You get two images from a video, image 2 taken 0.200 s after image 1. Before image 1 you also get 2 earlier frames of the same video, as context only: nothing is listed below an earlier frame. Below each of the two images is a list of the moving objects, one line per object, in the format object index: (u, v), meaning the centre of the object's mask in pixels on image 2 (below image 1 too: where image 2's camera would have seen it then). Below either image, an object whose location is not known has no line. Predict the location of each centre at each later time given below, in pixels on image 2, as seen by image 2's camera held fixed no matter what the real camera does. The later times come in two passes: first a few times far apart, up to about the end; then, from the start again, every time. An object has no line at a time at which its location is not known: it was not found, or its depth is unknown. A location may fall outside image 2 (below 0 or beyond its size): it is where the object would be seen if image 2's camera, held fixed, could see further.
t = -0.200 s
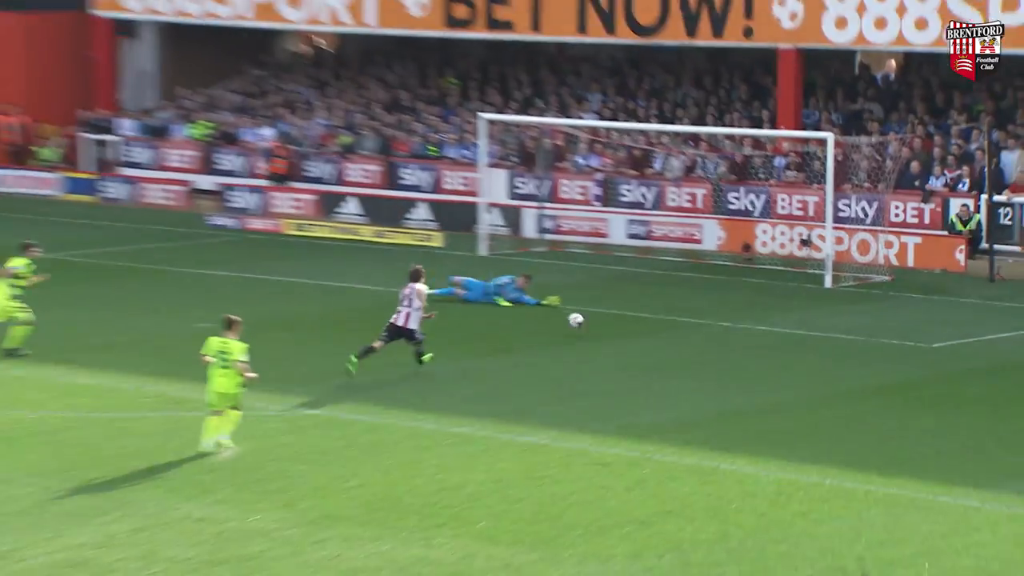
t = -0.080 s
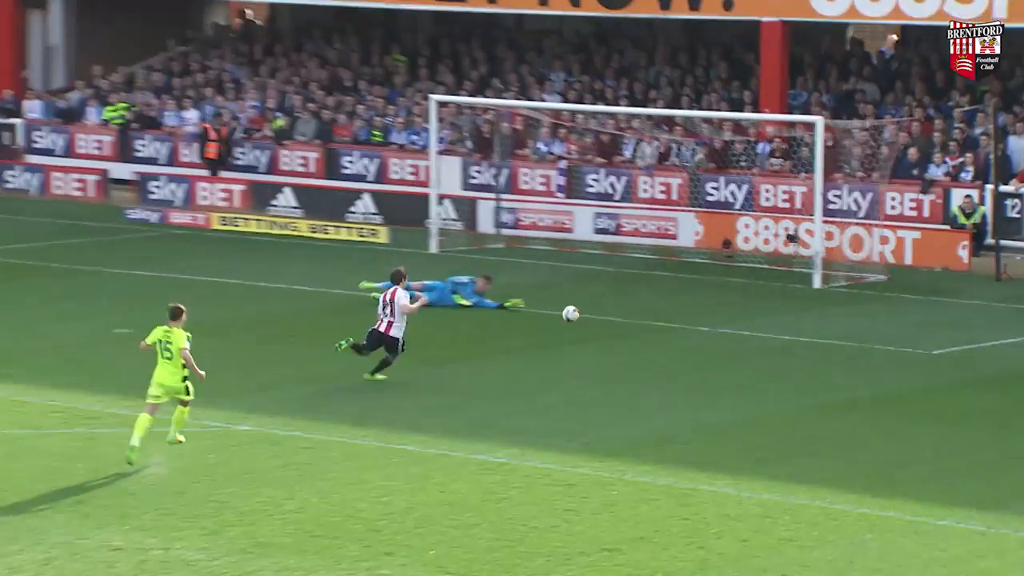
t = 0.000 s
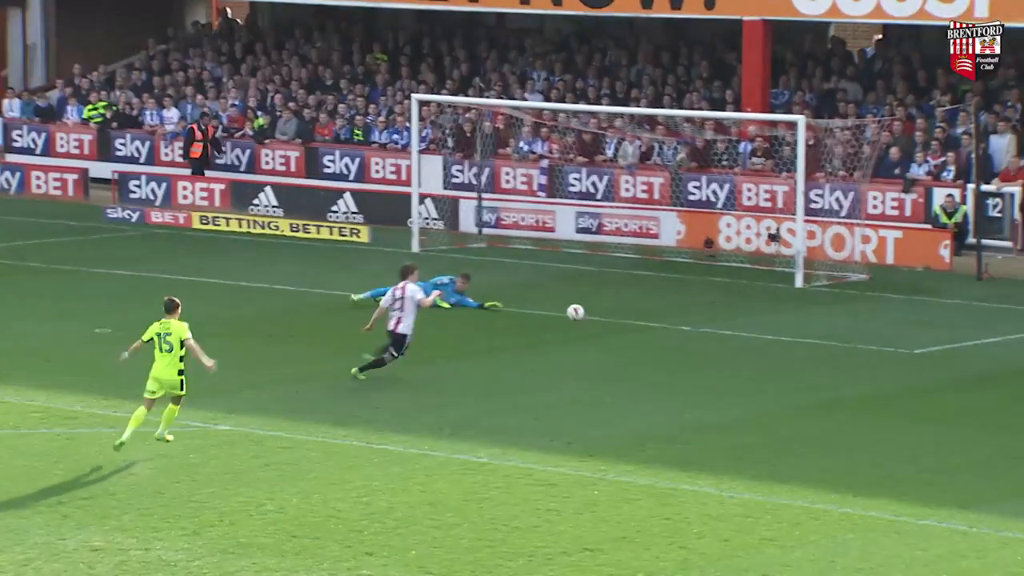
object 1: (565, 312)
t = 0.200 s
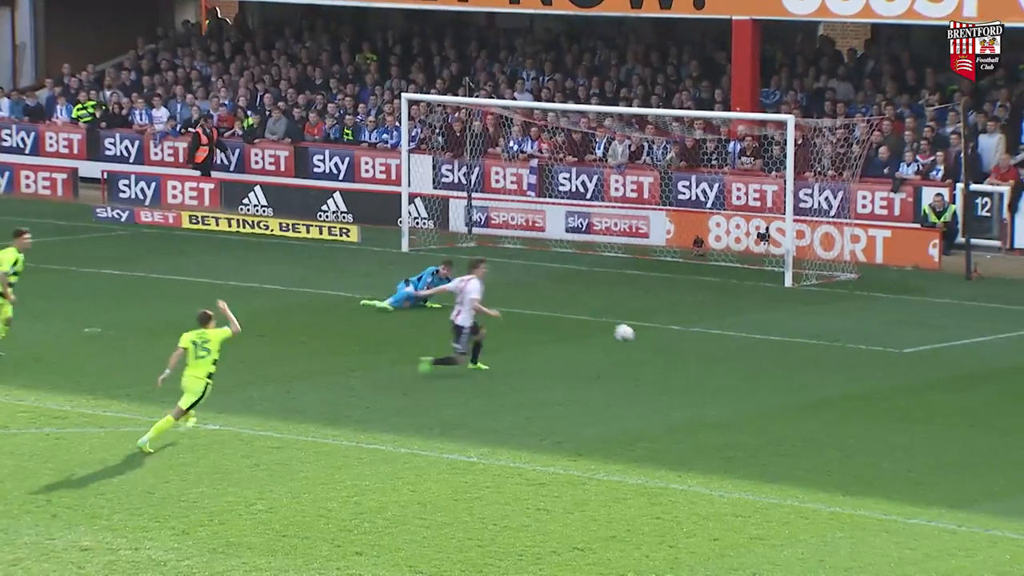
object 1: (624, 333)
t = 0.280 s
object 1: (648, 351)
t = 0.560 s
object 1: (724, 381)
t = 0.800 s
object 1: (782, 406)
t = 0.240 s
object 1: (636, 341)
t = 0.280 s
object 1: (648, 351)
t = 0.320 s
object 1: (661, 363)
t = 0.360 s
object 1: (673, 376)
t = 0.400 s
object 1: (686, 390)
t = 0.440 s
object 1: (695, 387)
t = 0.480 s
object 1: (705, 383)
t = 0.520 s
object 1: (714, 382)
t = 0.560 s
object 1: (724, 381)
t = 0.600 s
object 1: (733, 381)
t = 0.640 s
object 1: (743, 383)
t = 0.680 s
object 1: (753, 386)
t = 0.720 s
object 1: (762, 391)
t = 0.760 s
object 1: (773, 398)
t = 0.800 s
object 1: (782, 406)
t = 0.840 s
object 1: (792, 415)
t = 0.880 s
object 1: (803, 427)
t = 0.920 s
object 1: (812, 435)
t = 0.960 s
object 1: (818, 432)
